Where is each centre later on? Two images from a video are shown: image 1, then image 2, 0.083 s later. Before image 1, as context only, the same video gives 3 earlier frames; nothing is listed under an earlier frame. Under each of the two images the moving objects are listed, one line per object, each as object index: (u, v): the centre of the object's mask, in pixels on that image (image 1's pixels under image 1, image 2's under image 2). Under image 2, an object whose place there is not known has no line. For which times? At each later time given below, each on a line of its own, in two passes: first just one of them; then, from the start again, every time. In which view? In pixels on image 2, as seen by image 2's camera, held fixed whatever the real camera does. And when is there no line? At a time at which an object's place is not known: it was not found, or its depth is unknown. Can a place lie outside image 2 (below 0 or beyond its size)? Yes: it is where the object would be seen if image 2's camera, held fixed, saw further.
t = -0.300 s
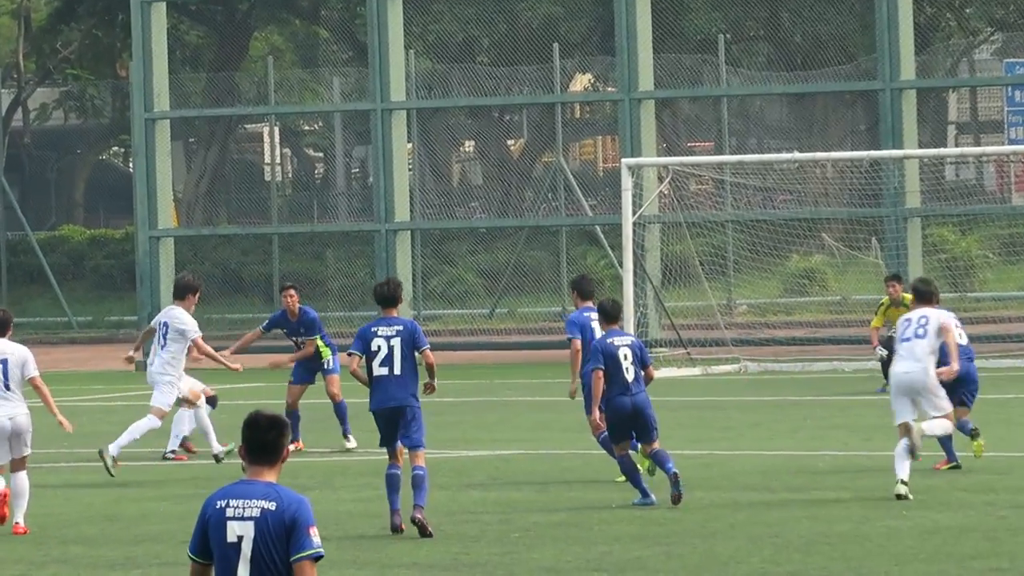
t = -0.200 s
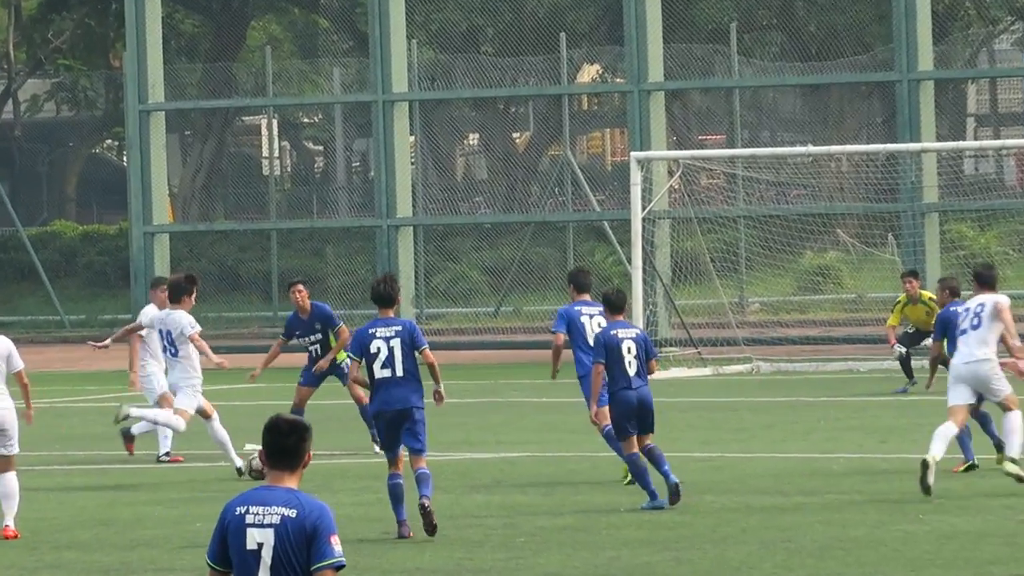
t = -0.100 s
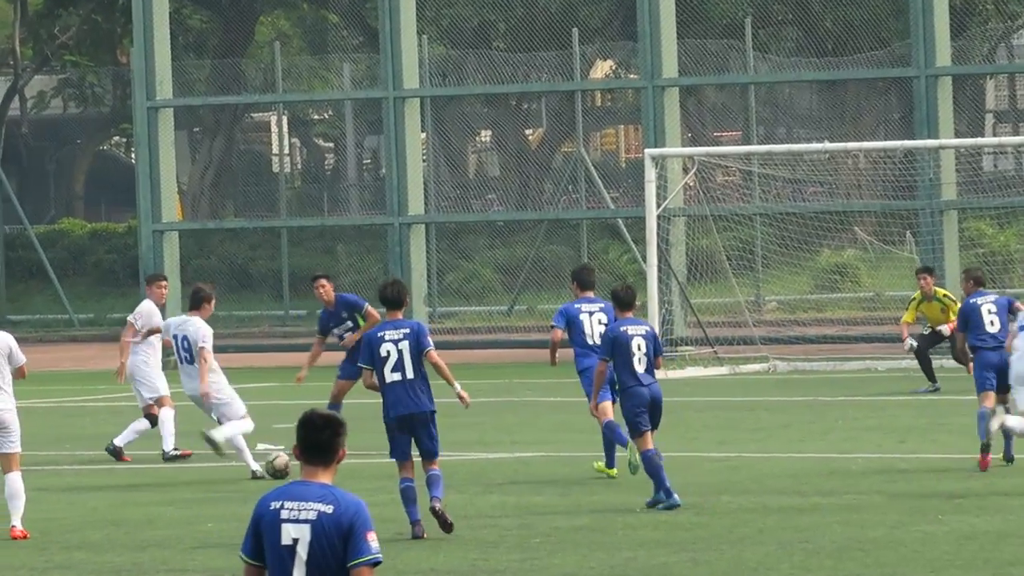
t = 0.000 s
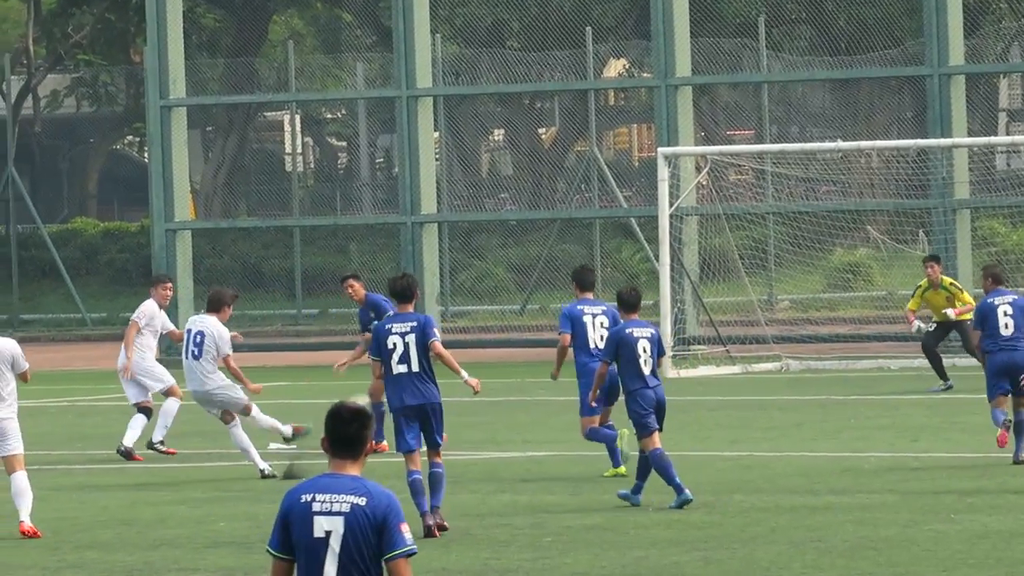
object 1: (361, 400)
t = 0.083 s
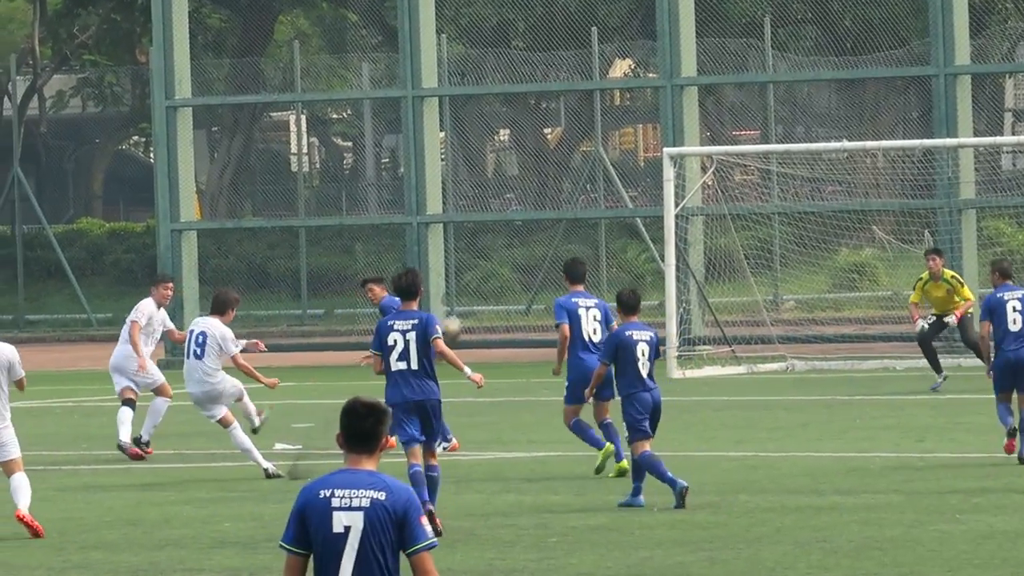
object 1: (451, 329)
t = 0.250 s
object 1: (593, 205)
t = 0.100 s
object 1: (465, 316)
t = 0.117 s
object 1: (481, 300)
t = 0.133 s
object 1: (497, 285)
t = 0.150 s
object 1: (511, 273)
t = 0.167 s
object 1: (526, 262)
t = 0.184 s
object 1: (540, 247)
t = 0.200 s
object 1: (555, 236)
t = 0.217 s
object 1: (568, 227)
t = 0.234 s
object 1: (580, 215)
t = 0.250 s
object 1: (593, 205)
